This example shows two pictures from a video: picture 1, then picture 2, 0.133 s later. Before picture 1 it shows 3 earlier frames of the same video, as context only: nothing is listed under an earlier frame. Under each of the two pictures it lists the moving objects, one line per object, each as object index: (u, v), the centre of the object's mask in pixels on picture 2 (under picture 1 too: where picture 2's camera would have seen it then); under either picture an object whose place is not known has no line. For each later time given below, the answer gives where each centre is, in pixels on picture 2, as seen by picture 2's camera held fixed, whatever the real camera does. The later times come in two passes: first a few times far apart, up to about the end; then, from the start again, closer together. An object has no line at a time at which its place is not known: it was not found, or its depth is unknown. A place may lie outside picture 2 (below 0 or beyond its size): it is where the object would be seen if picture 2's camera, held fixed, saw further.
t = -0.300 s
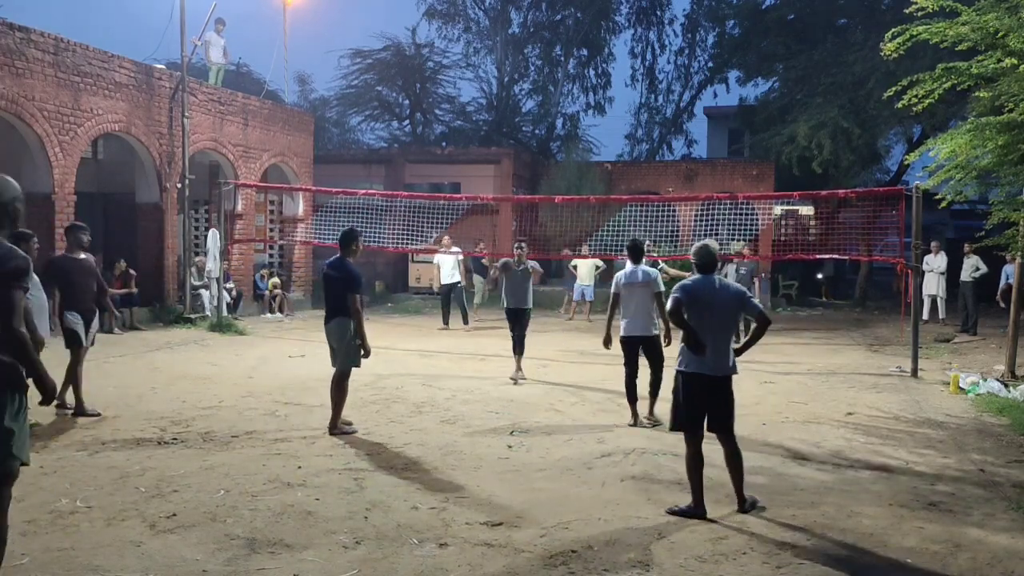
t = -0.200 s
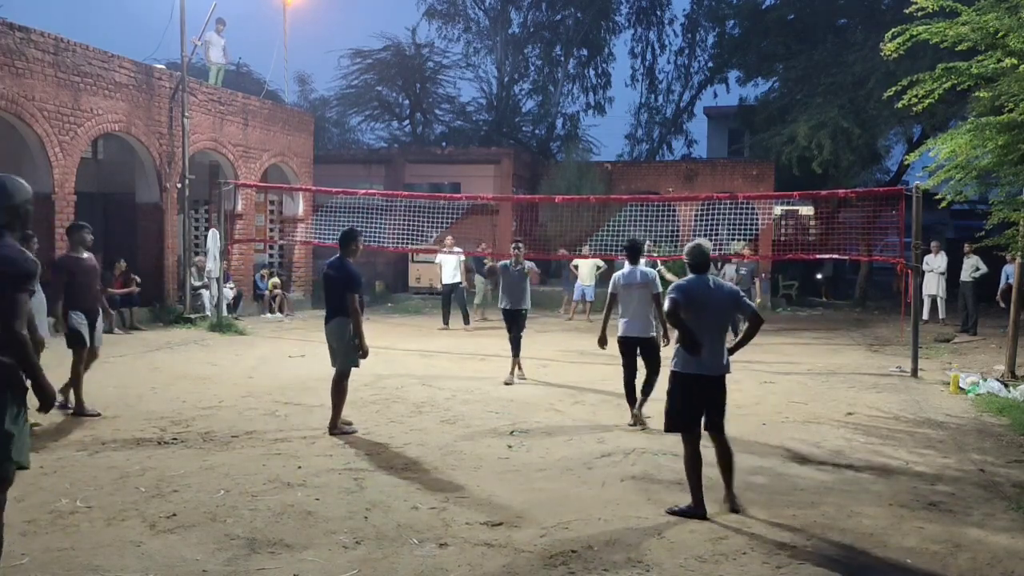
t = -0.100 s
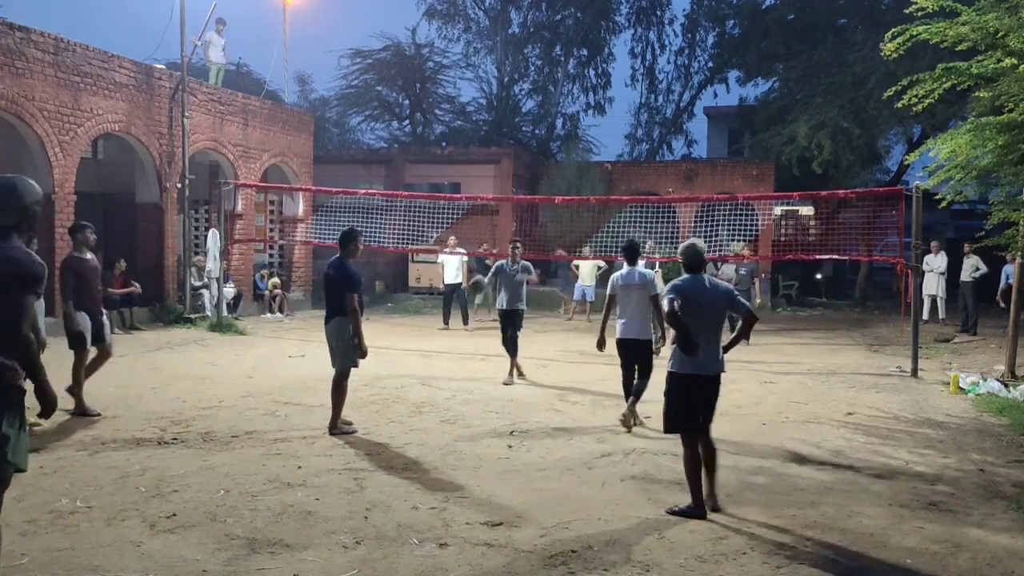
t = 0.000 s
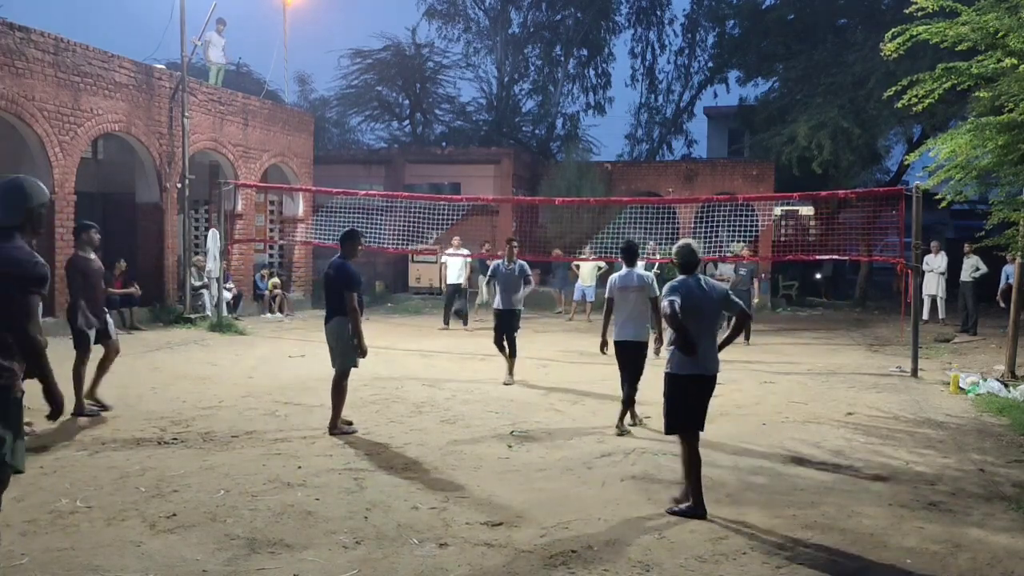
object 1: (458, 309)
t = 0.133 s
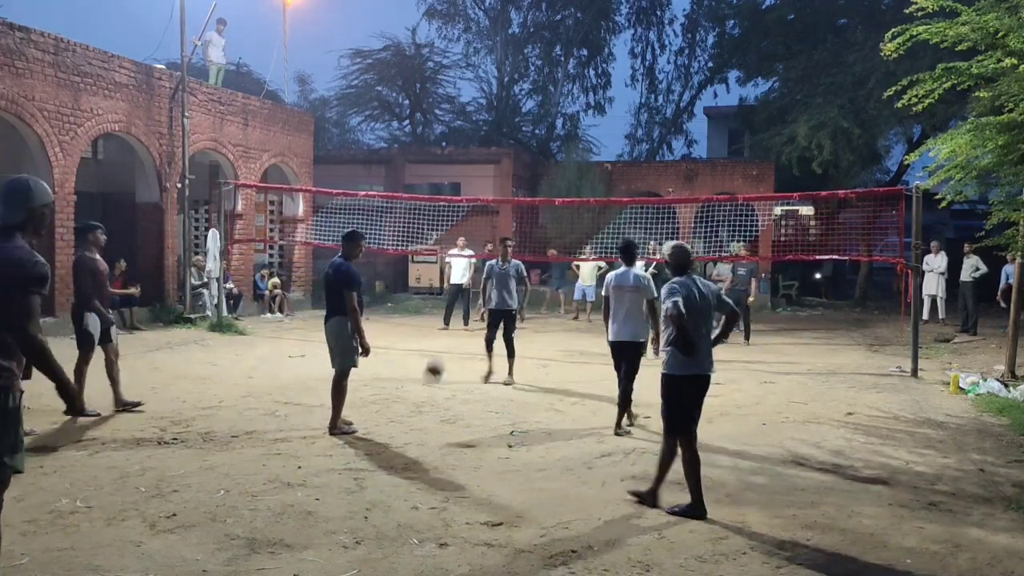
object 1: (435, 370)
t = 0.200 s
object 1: (420, 411)
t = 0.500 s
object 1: (353, 400)
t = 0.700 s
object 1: (298, 432)
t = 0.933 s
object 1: (215, 476)
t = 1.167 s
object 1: (105, 524)
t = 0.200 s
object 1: (420, 411)
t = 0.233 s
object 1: (411, 434)
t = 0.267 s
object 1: (405, 427)
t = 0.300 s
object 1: (398, 420)
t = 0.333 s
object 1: (391, 414)
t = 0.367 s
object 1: (384, 408)
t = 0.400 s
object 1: (377, 403)
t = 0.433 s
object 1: (369, 400)
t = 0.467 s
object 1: (361, 399)
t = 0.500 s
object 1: (353, 400)
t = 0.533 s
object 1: (344, 400)
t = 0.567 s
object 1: (336, 403)
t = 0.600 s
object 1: (325, 408)
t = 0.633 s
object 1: (317, 414)
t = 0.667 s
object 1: (308, 422)
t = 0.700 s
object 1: (298, 432)
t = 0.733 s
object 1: (288, 444)
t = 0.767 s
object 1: (277, 459)
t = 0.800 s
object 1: (266, 476)
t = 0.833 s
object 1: (254, 485)
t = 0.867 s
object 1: (241, 480)
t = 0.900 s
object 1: (229, 477)
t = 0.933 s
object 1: (215, 476)
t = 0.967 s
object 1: (201, 477)
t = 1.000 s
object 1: (188, 478)
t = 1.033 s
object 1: (172, 482)
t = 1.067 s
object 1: (155, 489)
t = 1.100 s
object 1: (139, 499)
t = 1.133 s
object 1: (122, 511)
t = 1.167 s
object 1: (105, 524)
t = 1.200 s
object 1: (86, 541)
